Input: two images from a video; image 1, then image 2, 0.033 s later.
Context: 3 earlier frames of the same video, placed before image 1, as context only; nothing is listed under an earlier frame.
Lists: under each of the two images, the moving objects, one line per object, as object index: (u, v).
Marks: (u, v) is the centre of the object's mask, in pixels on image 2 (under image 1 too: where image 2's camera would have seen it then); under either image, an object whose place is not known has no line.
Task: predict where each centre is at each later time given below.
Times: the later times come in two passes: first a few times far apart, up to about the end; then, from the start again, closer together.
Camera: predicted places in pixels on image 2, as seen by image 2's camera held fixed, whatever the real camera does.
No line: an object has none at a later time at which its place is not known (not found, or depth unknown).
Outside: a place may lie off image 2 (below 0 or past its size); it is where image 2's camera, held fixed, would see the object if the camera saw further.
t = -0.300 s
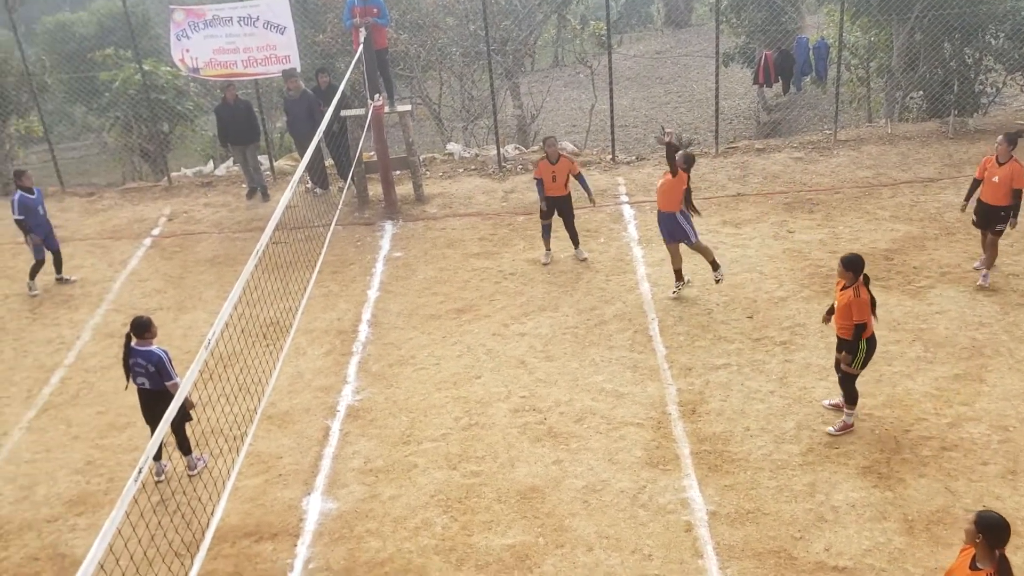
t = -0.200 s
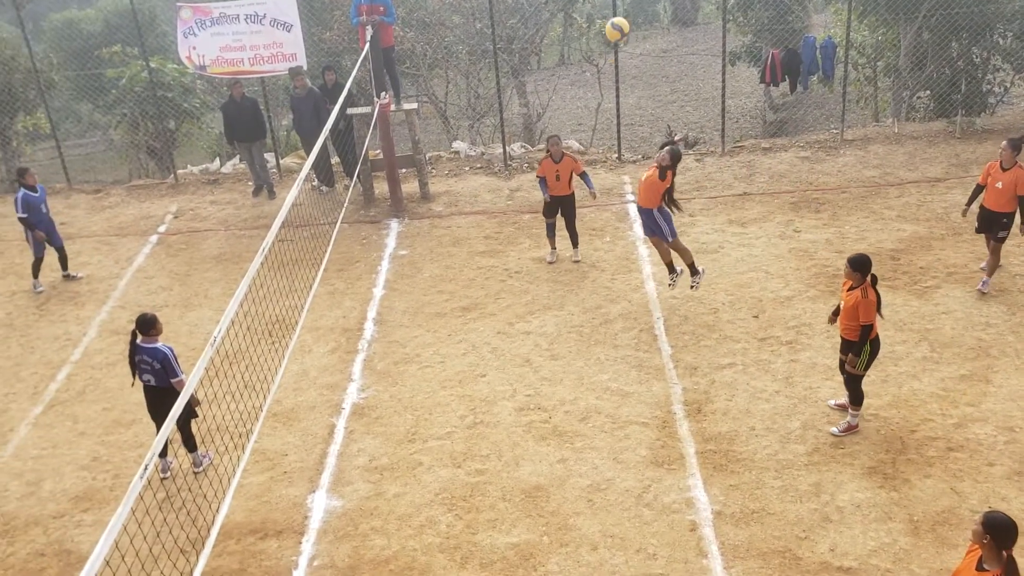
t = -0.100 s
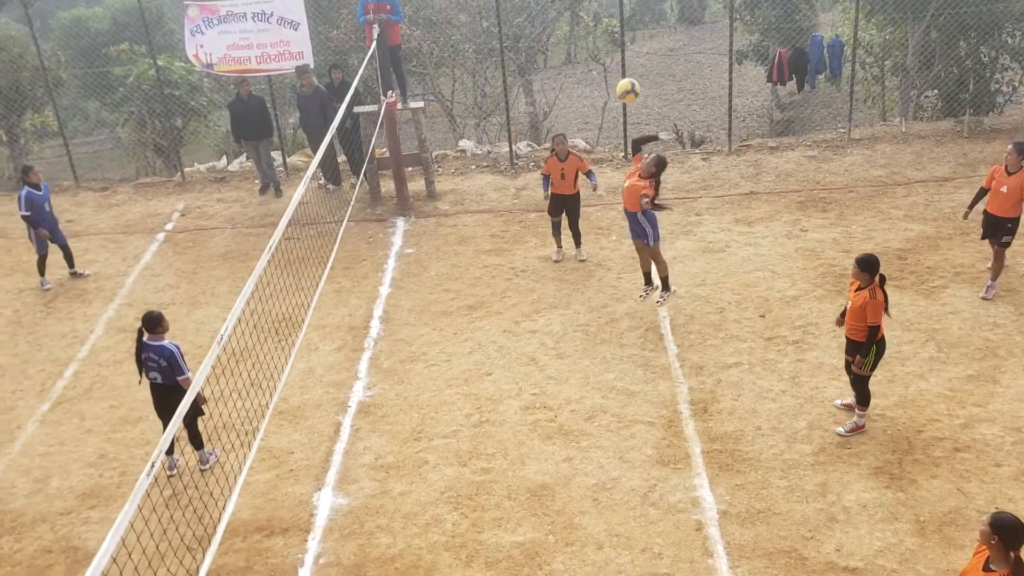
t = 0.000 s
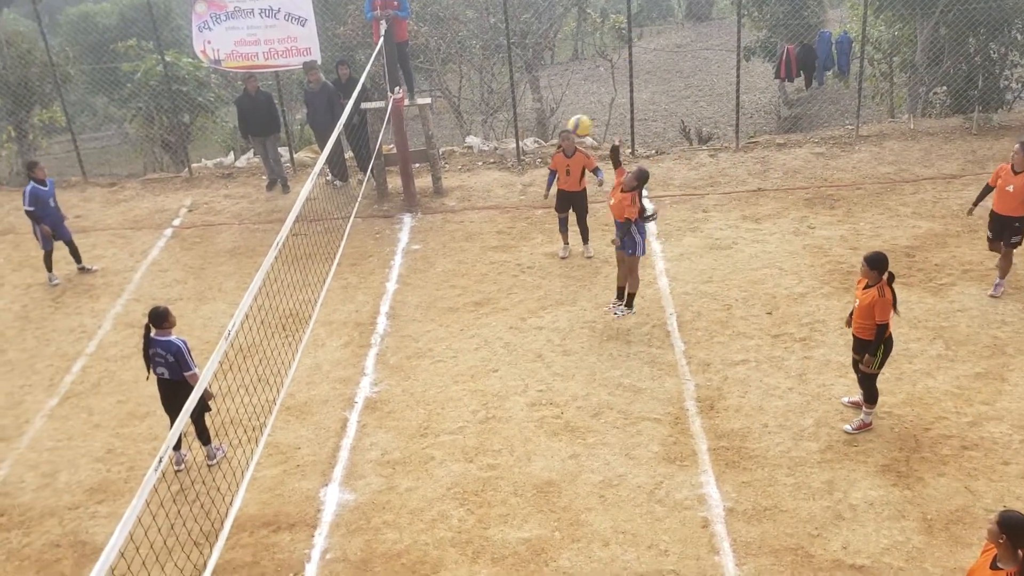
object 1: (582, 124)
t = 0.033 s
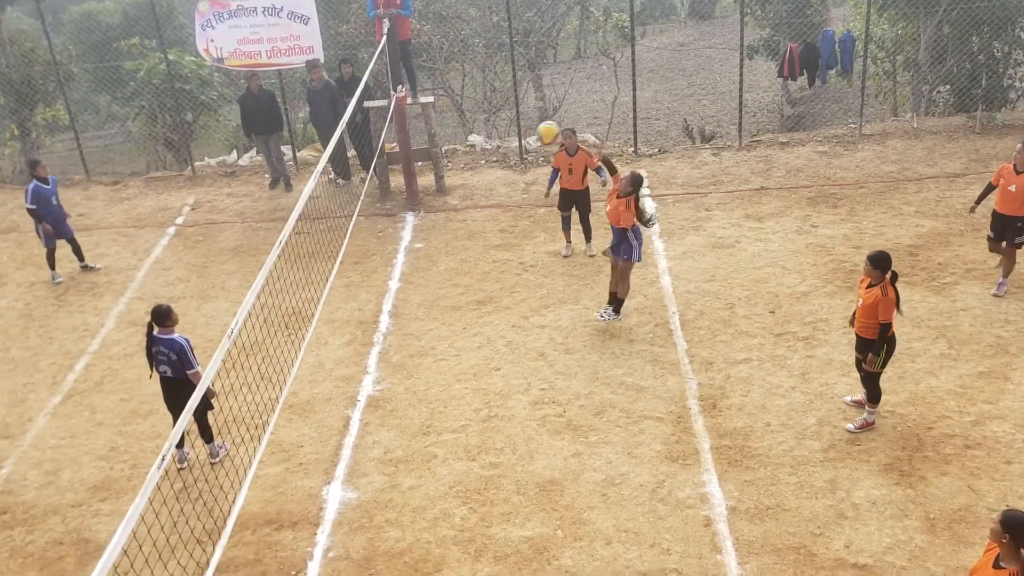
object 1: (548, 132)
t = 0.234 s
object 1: (318, 214)
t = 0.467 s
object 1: (274, 304)
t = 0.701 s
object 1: (337, 344)
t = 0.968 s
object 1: (417, 454)
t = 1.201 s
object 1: (458, 418)
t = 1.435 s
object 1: (501, 397)
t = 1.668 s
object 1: (550, 434)
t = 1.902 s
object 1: (598, 494)
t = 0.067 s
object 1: (513, 143)
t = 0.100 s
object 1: (476, 155)
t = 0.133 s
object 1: (439, 167)
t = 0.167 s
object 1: (400, 181)
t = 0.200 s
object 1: (361, 197)
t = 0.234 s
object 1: (318, 214)
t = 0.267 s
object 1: (283, 232)
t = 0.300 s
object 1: (266, 242)
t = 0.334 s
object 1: (256, 256)
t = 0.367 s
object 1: (258, 270)
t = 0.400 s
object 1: (261, 285)
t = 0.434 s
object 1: (265, 295)
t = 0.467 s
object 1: (274, 304)
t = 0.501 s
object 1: (281, 306)
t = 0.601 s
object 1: (307, 319)
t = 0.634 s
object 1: (317, 327)
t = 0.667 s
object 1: (327, 334)
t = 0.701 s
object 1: (337, 344)
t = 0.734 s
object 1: (347, 354)
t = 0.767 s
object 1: (357, 365)
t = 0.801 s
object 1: (367, 378)
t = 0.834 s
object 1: (377, 390)
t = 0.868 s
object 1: (387, 405)
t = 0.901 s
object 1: (396, 421)
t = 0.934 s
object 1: (407, 437)
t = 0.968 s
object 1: (417, 454)
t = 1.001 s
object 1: (426, 471)
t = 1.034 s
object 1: (431, 464)
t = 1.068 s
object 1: (437, 453)
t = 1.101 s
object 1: (441, 443)
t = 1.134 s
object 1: (447, 434)
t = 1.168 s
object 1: (452, 425)
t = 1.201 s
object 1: (458, 418)
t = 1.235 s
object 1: (463, 412)
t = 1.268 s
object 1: (469, 406)
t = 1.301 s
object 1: (475, 402)
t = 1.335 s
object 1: (482, 399)
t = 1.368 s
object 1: (488, 397)
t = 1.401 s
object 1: (494, 396)
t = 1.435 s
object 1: (501, 397)
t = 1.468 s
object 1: (508, 399)
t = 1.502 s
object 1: (515, 402)
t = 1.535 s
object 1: (523, 406)
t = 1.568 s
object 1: (530, 411)
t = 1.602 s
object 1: (537, 417)
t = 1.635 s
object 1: (544, 425)
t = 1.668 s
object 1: (550, 434)
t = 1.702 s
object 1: (559, 444)
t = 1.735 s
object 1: (566, 455)
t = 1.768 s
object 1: (572, 467)
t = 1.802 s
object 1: (579, 480)
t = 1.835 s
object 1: (586, 493)
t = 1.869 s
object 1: (592, 504)
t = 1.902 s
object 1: (598, 494)
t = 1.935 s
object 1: (602, 485)
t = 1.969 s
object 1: (608, 476)
